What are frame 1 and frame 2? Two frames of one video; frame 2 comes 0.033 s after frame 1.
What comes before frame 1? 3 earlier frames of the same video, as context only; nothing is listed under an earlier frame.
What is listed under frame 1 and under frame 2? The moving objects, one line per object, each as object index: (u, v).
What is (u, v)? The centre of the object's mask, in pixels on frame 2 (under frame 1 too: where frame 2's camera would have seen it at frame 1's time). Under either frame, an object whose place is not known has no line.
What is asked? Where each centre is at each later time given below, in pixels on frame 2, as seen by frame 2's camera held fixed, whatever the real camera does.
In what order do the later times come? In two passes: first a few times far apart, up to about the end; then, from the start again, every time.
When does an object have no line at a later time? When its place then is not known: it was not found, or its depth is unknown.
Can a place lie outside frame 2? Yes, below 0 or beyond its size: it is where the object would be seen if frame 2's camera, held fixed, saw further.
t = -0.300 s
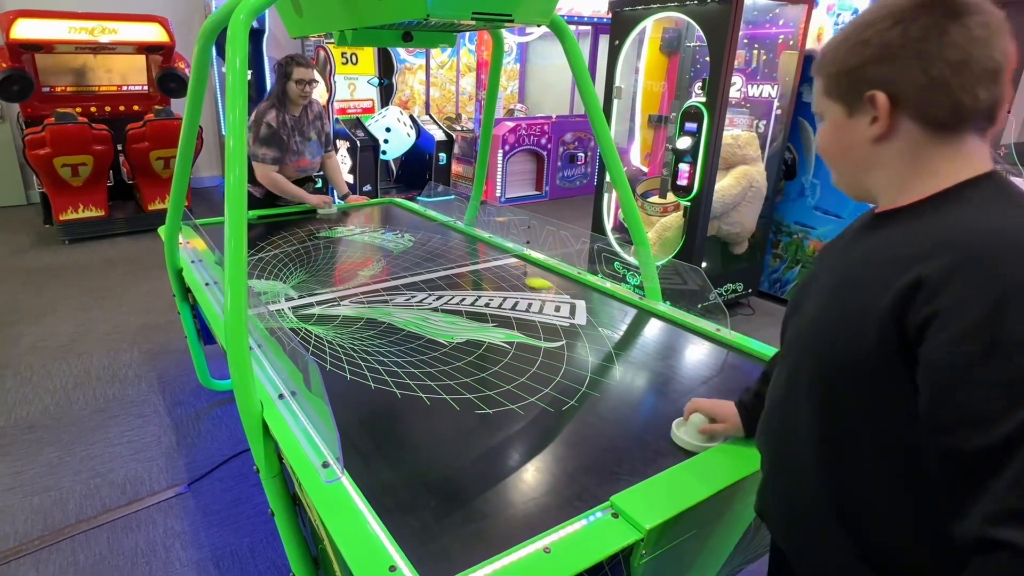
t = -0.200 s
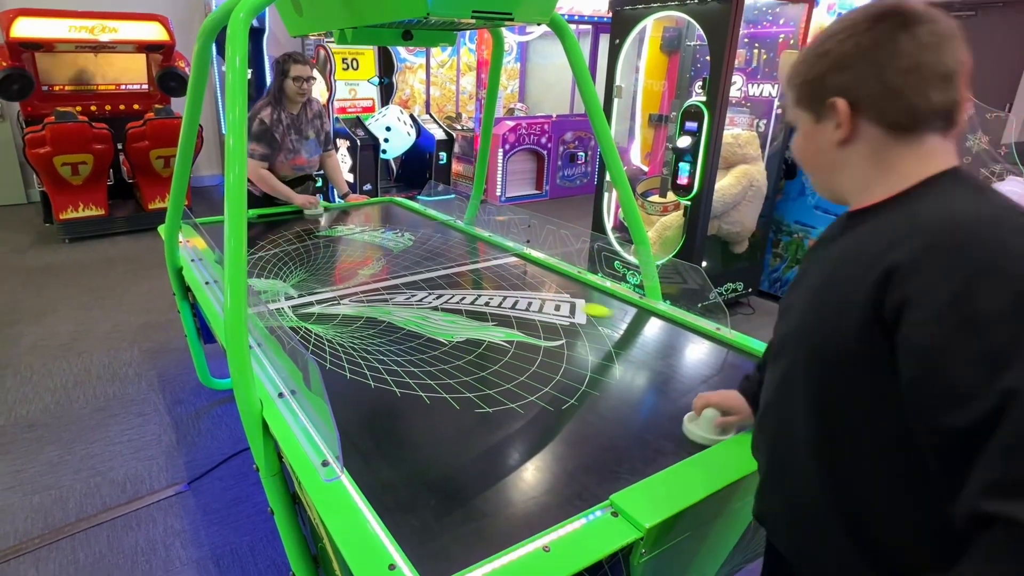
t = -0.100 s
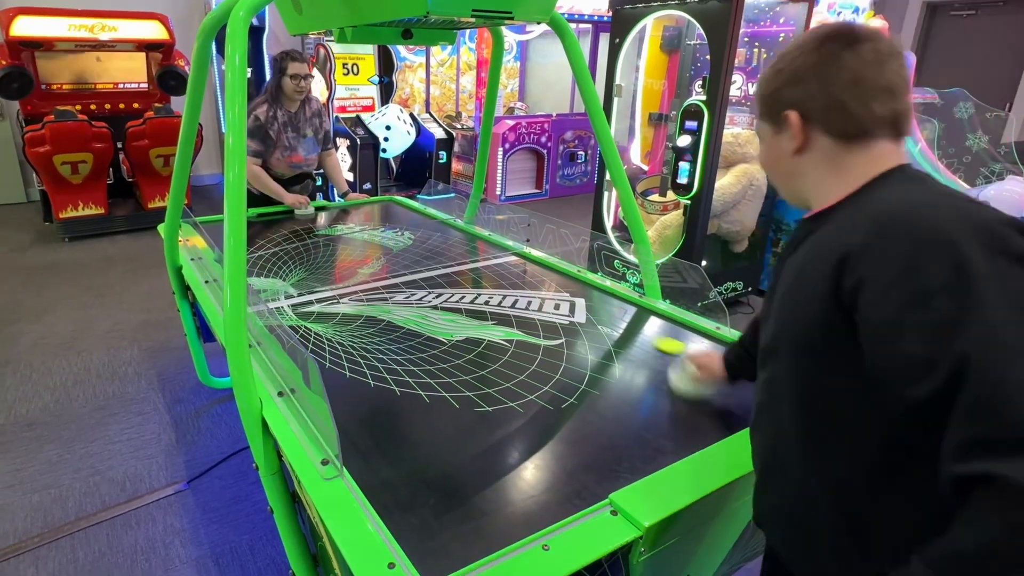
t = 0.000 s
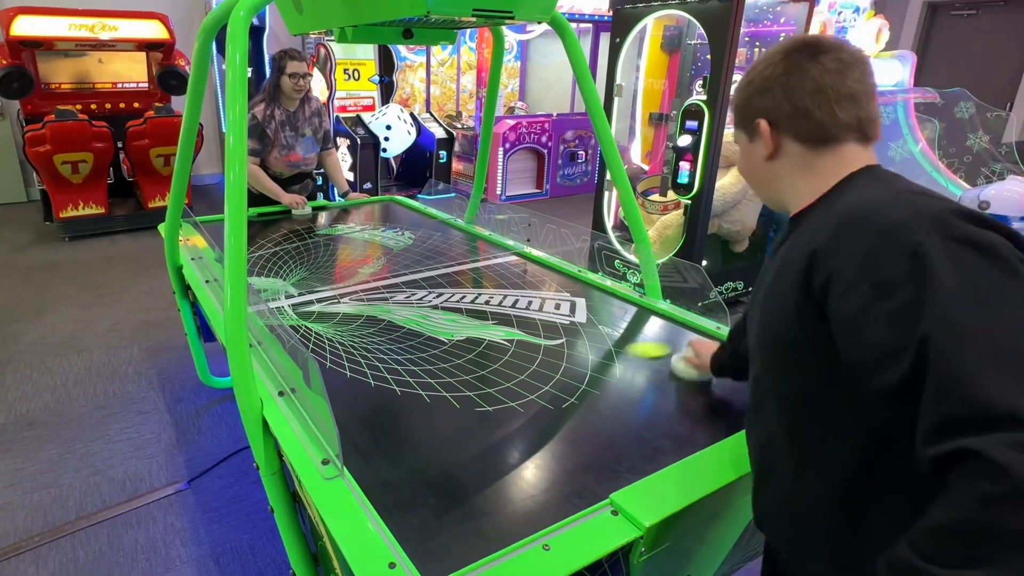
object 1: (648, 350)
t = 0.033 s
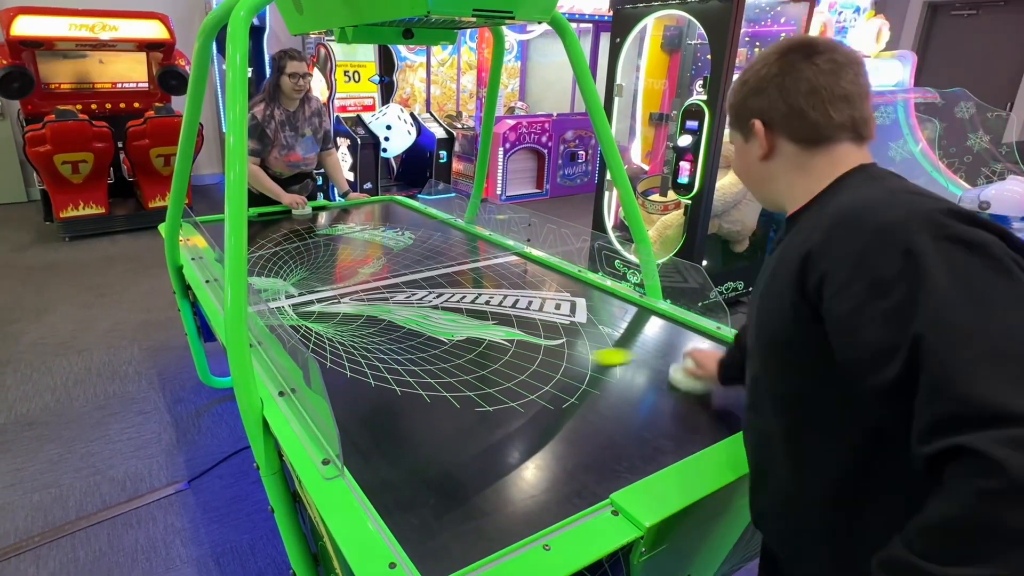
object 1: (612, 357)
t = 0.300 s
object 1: (382, 392)
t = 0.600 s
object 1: (621, 321)
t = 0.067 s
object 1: (570, 364)
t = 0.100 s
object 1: (531, 372)
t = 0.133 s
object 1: (487, 380)
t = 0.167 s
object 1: (442, 388)
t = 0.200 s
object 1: (394, 397)
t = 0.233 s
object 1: (351, 405)
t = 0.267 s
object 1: (350, 402)
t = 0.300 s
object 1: (382, 392)
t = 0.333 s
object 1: (416, 382)
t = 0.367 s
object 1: (447, 372)
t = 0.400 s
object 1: (476, 364)
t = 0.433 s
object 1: (504, 356)
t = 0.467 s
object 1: (530, 348)
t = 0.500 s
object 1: (555, 340)
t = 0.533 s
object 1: (578, 333)
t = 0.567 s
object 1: (600, 327)
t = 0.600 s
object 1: (621, 321)
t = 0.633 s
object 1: (641, 315)
